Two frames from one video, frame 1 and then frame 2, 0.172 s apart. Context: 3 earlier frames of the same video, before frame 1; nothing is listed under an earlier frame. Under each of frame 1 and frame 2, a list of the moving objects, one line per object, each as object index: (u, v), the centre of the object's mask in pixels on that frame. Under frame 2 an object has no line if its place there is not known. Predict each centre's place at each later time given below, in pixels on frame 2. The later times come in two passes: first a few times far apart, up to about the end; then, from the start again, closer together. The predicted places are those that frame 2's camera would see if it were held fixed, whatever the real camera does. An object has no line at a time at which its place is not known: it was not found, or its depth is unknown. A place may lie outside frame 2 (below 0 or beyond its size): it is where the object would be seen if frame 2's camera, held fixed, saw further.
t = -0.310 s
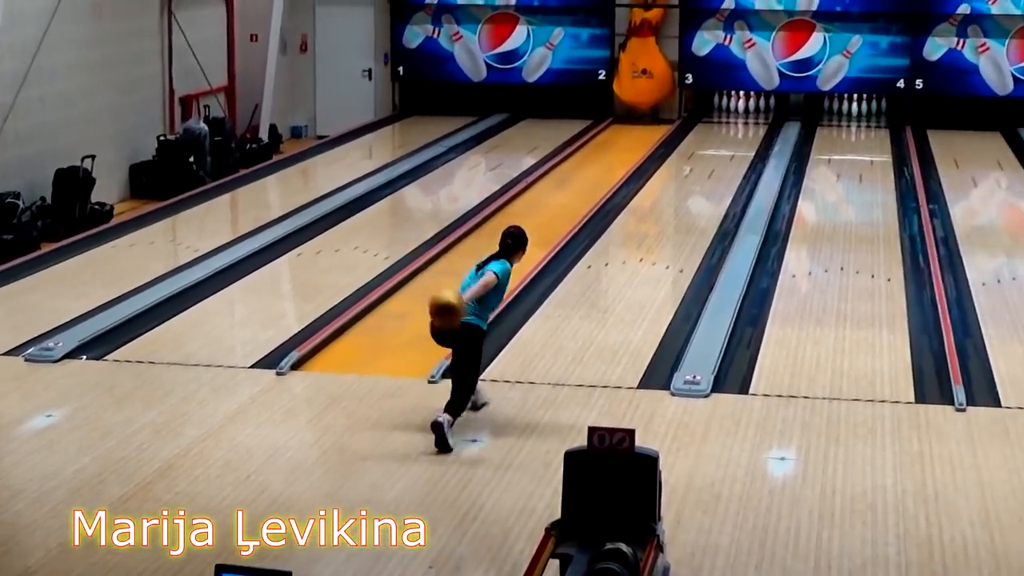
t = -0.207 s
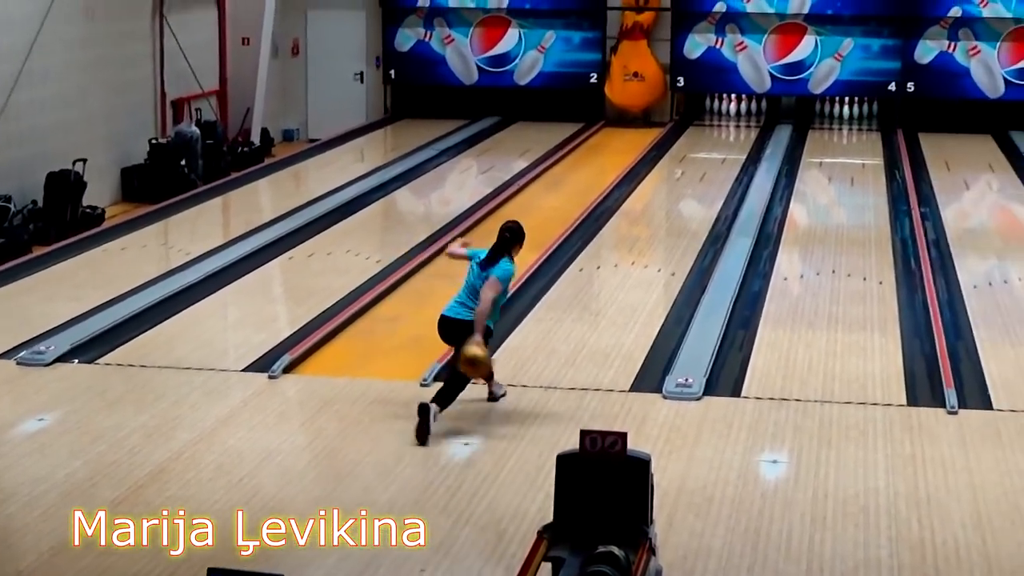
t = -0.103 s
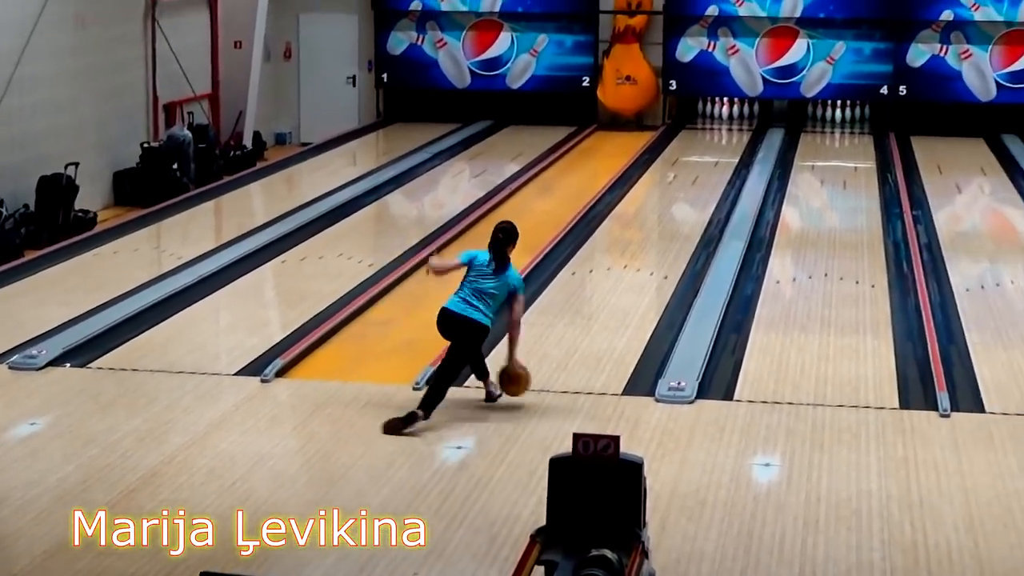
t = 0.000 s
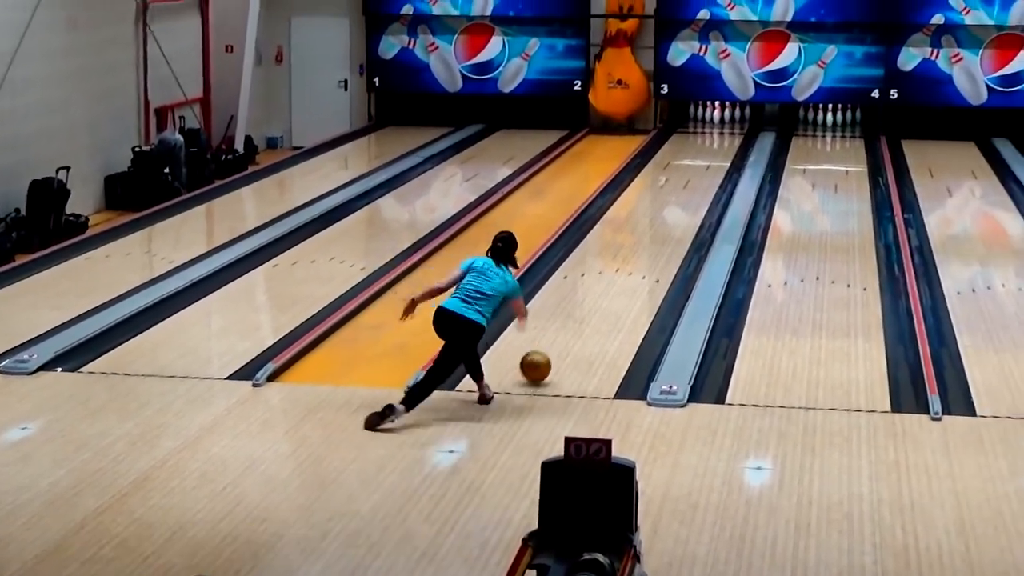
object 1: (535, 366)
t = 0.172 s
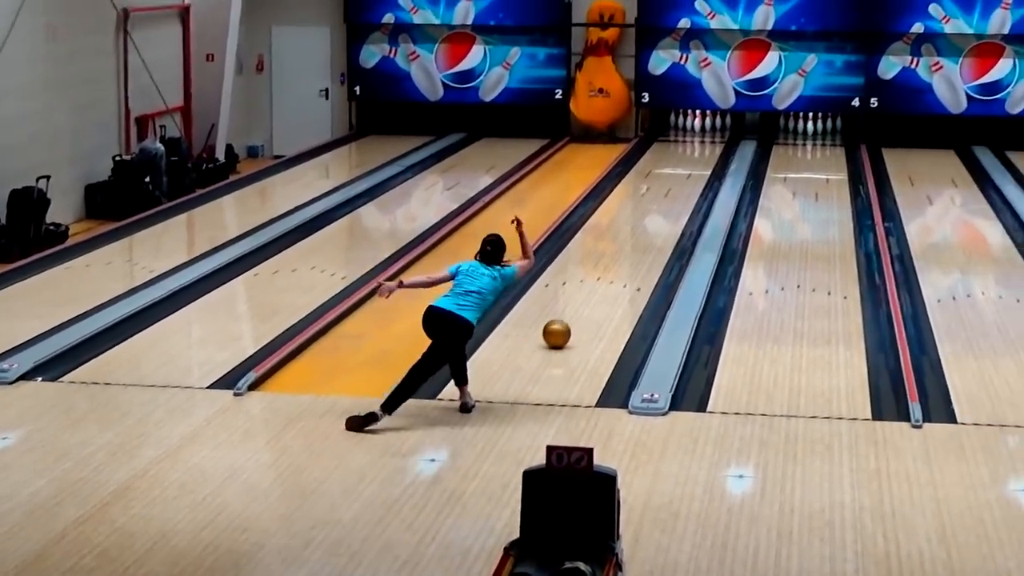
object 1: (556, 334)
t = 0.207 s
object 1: (560, 330)
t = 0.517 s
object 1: (605, 280)
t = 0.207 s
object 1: (560, 330)
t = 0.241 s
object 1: (566, 323)
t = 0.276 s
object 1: (573, 315)
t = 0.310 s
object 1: (576, 312)
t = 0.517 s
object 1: (605, 280)
